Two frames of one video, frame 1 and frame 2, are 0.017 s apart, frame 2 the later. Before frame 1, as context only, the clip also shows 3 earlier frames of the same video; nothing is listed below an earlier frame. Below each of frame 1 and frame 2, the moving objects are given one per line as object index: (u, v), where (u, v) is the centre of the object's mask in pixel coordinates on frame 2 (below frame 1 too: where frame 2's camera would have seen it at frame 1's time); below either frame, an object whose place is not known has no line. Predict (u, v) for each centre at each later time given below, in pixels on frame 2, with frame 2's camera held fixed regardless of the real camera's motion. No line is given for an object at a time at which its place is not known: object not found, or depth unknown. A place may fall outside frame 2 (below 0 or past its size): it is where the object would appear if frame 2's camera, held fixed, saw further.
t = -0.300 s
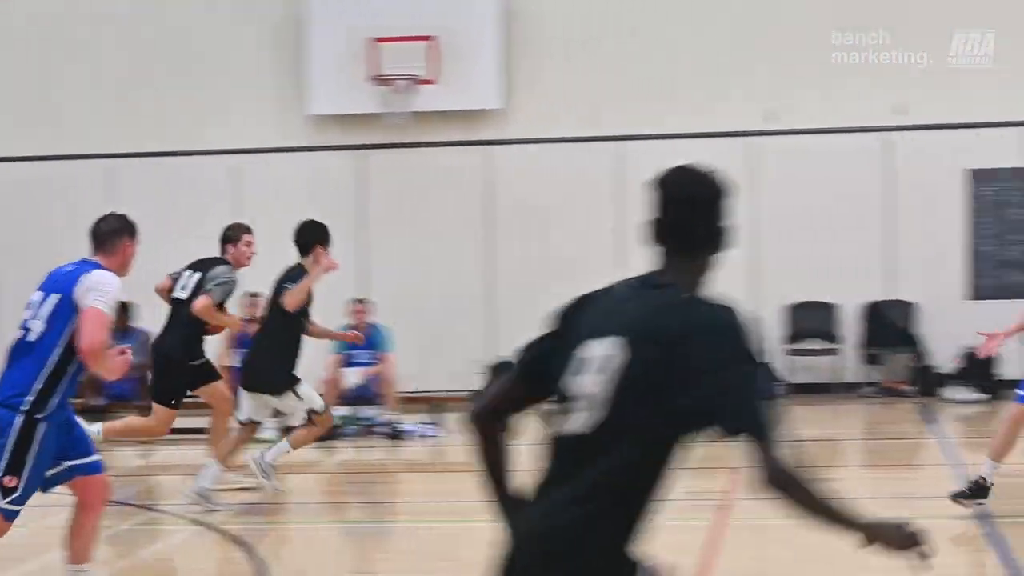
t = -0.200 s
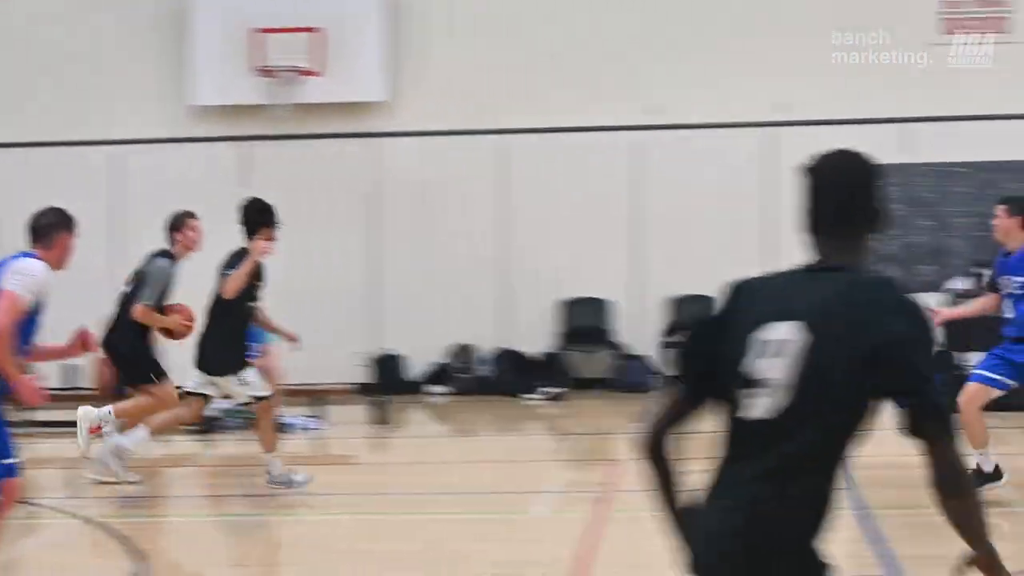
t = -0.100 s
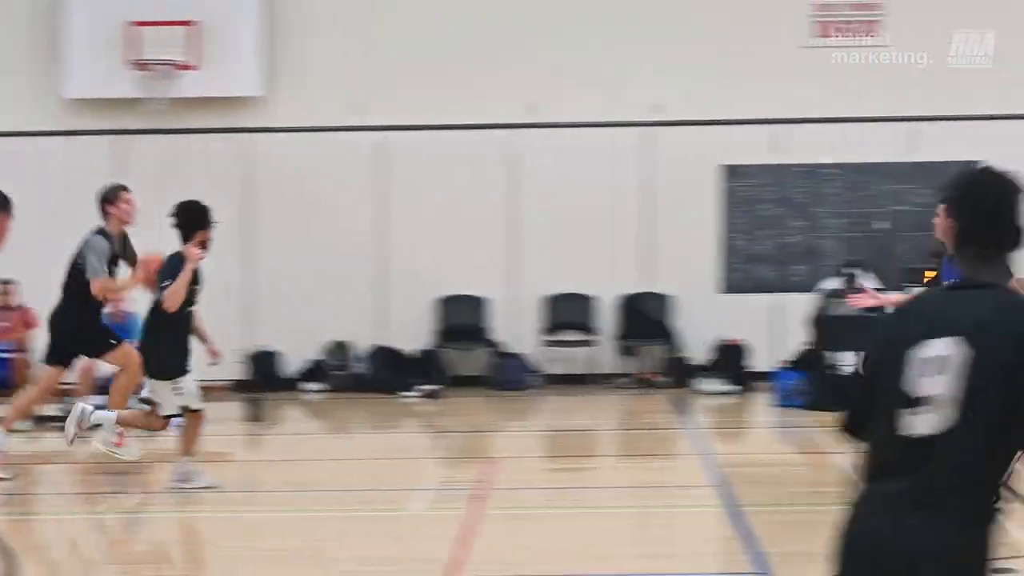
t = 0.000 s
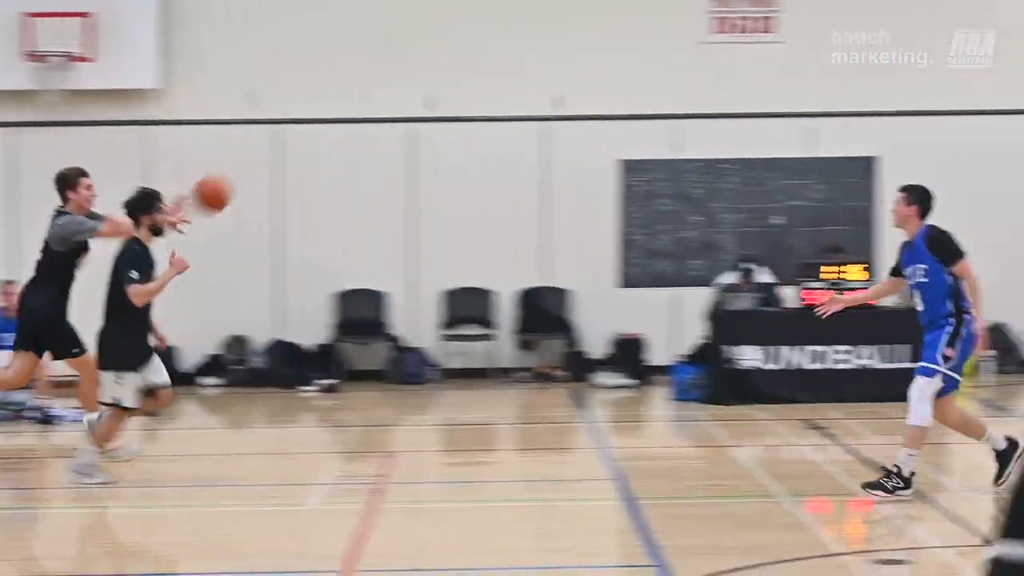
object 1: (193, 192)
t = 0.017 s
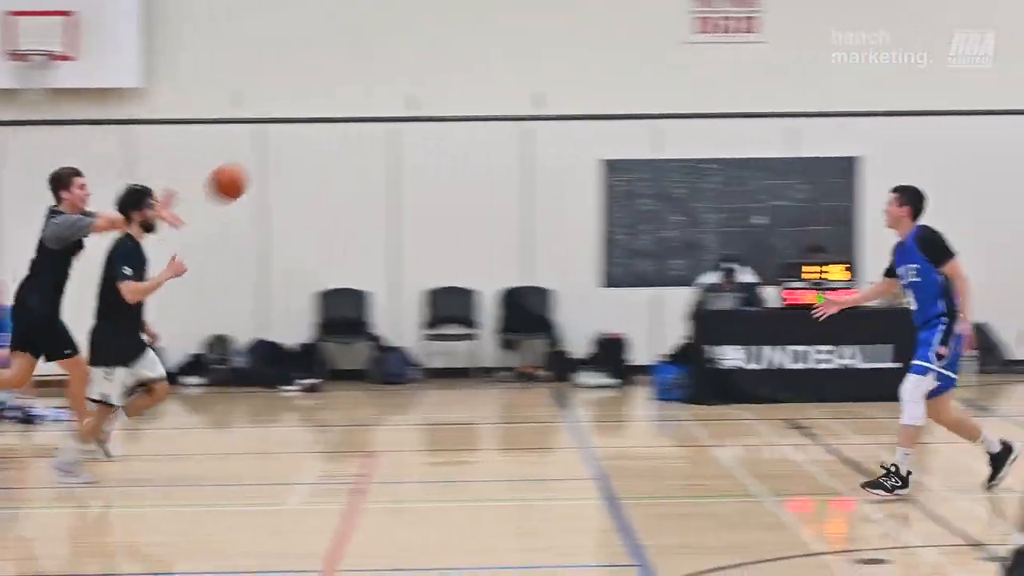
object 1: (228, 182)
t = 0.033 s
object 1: (263, 172)
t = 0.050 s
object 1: (296, 162)
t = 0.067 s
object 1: (330, 152)
